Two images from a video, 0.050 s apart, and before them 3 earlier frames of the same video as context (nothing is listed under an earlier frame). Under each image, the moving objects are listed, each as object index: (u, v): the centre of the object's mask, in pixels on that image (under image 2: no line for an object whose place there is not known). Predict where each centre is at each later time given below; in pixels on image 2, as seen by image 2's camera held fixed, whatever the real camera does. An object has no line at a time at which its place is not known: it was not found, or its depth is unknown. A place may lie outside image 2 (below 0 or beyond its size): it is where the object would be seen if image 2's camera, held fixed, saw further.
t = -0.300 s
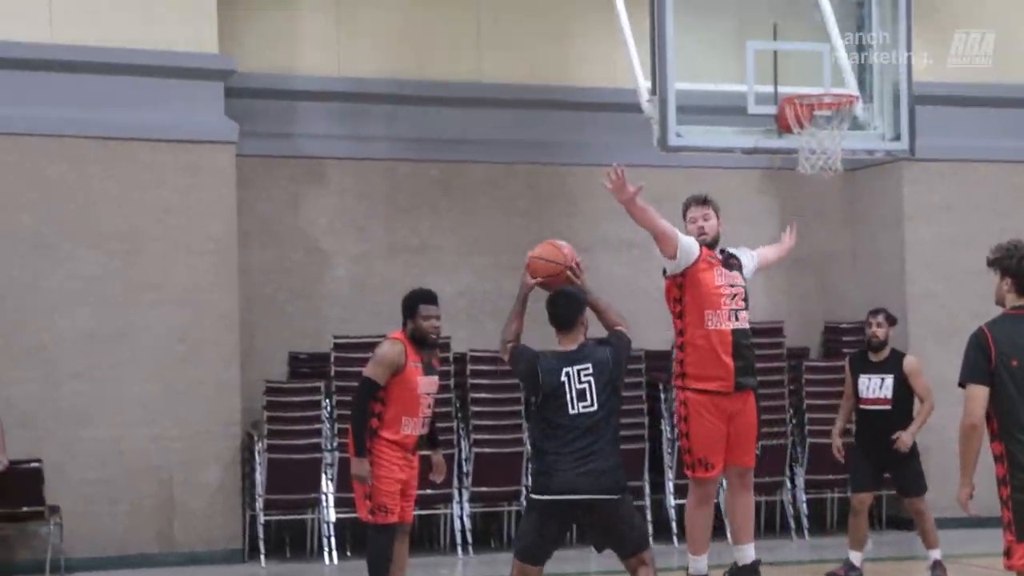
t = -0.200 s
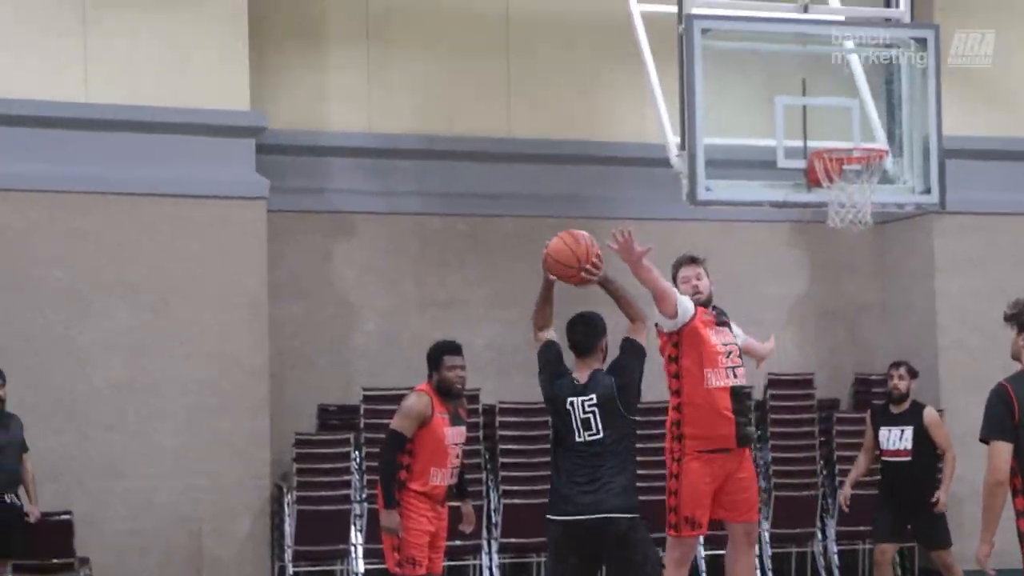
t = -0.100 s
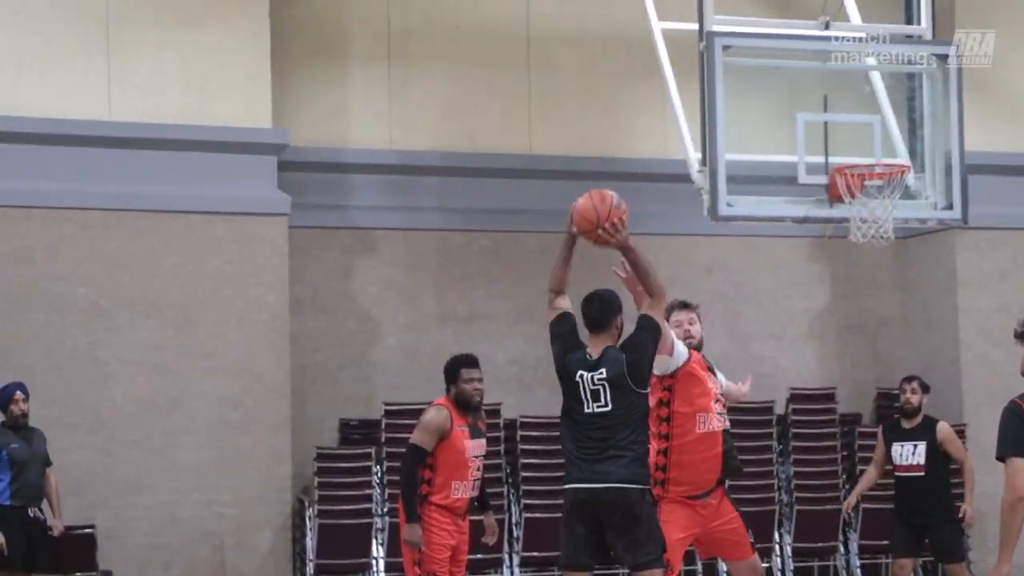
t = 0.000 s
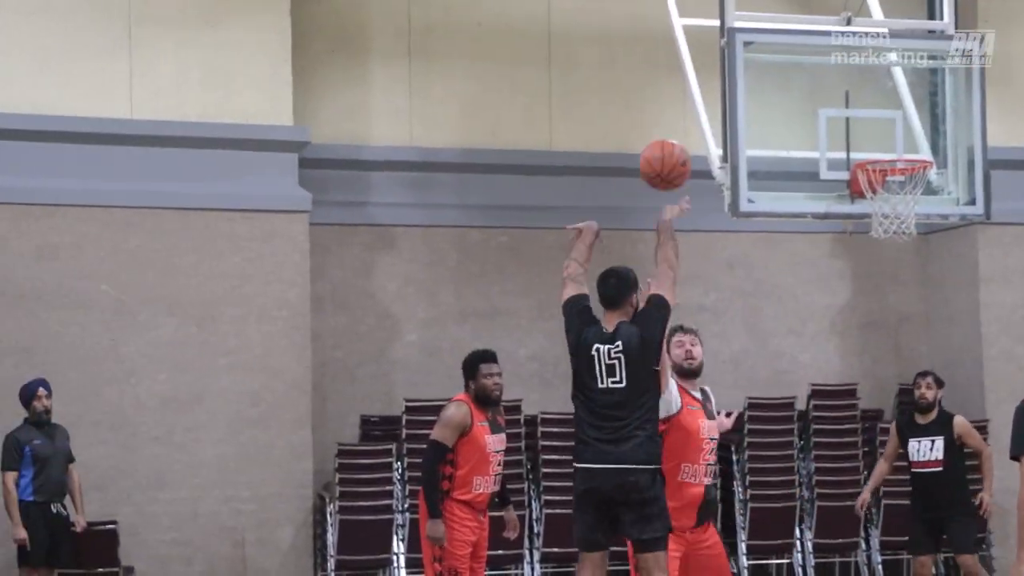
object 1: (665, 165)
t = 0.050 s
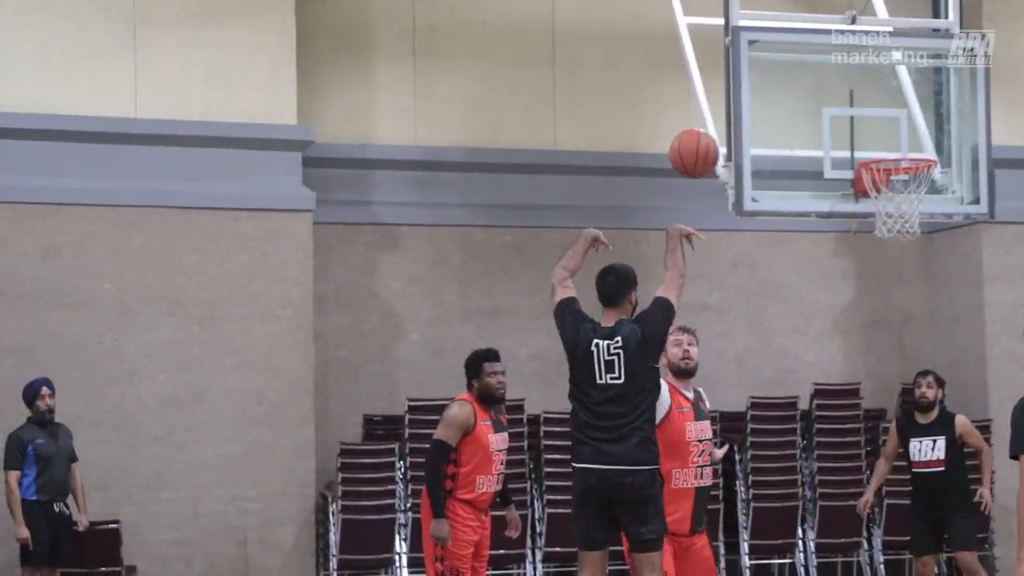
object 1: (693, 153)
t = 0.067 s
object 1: (702, 151)
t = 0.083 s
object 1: (710, 150)
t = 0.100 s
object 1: (717, 149)
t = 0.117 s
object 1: (726, 149)
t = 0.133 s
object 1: (734, 149)
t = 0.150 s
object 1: (742, 150)
